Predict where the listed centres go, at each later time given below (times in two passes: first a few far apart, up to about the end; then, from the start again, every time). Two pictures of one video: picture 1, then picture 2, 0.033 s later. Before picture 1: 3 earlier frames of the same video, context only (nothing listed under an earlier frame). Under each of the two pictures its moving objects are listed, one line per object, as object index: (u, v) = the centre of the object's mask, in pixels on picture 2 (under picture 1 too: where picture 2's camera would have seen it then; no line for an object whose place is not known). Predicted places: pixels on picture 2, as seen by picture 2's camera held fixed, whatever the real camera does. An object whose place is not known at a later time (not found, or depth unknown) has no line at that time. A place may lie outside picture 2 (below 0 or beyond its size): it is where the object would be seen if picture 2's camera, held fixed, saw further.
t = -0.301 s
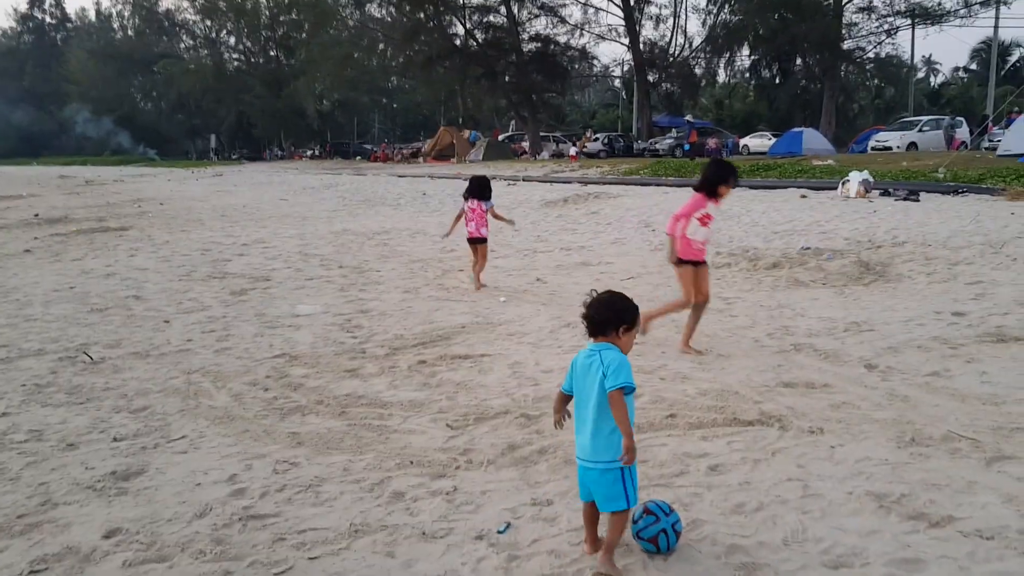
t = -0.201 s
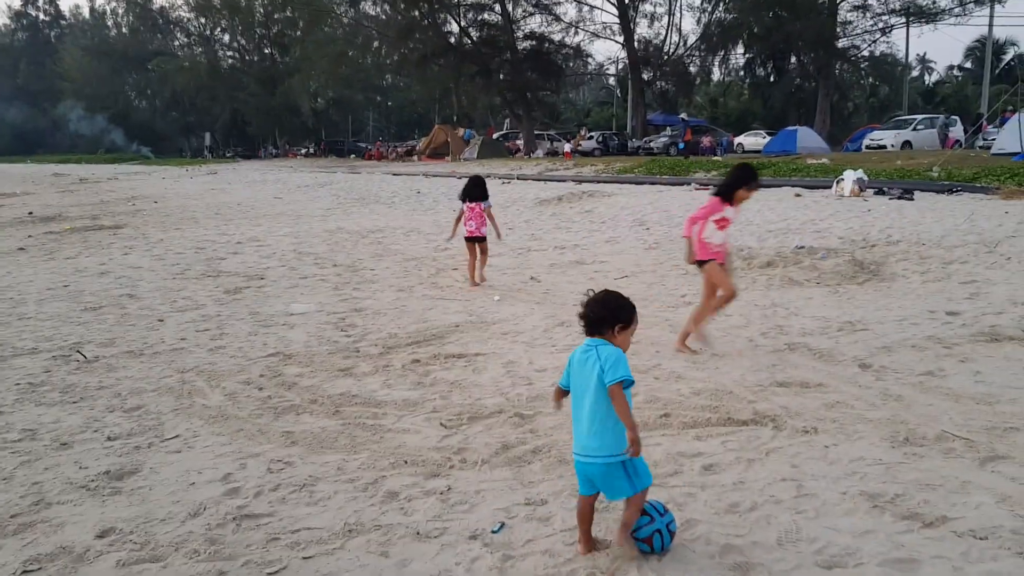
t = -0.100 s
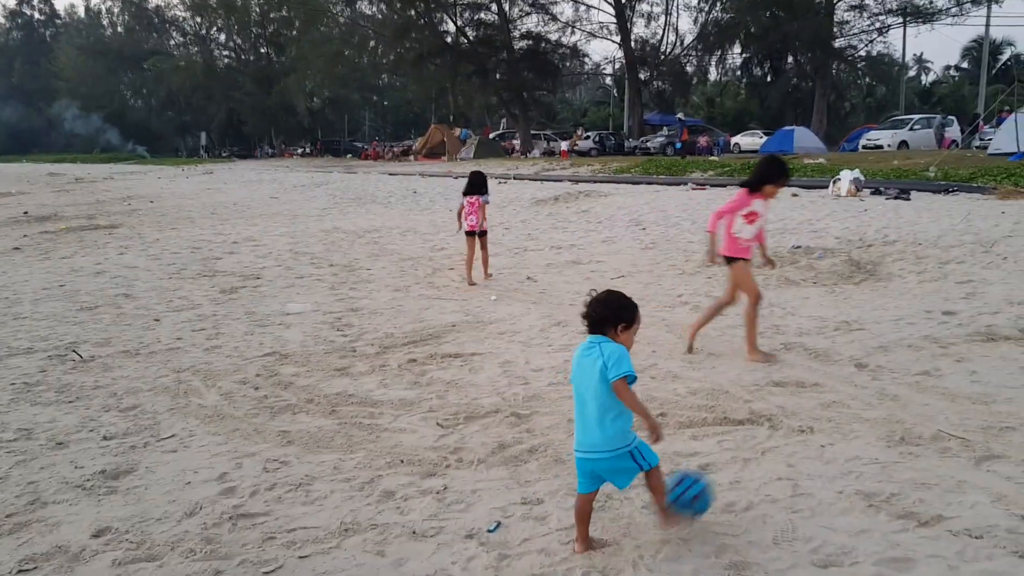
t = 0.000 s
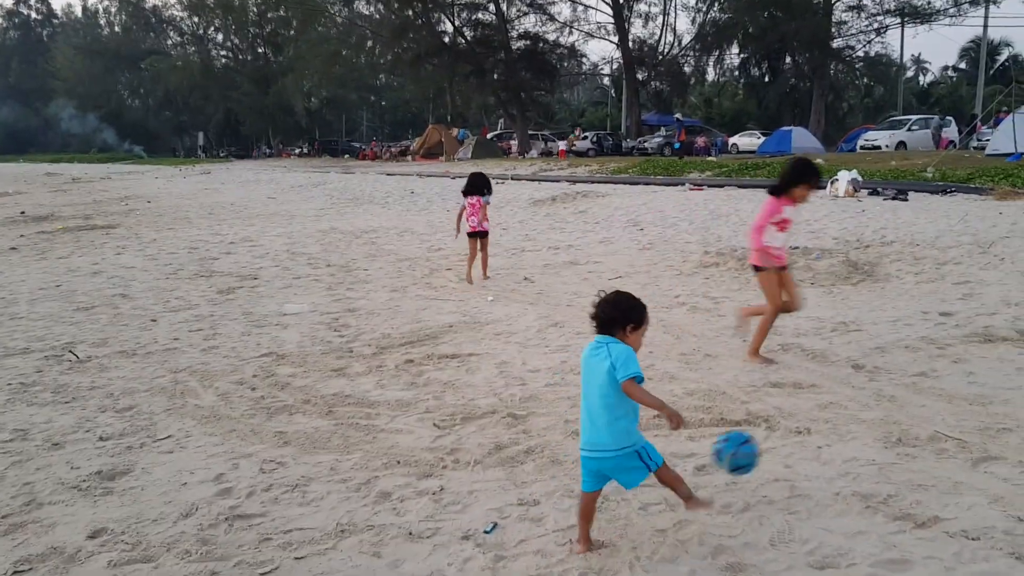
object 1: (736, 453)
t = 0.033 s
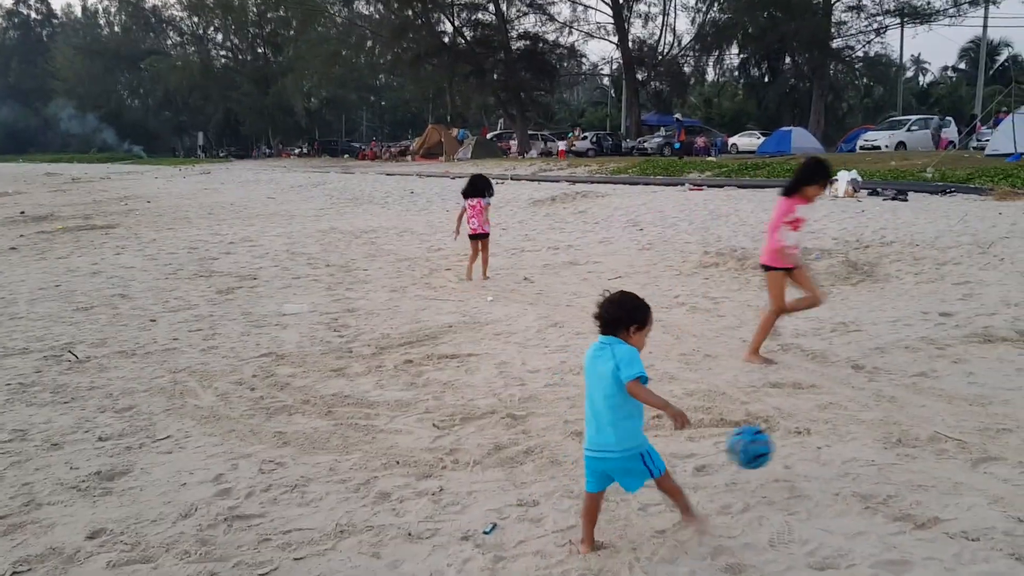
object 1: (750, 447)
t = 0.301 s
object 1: (816, 428)
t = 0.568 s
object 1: (842, 406)
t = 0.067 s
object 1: (763, 444)
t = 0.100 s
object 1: (776, 446)
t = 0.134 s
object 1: (786, 447)
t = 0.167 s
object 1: (792, 439)
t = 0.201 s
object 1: (798, 434)
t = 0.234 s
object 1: (805, 430)
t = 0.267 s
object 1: (811, 429)
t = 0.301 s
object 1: (816, 428)
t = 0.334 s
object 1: (821, 424)
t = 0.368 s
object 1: (825, 421)
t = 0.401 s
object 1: (828, 416)
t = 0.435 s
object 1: (831, 414)
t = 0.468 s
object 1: (833, 410)
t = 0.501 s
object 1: (836, 408)
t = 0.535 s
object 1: (839, 407)
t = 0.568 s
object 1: (842, 406)
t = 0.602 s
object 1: (845, 404)
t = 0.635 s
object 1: (848, 401)
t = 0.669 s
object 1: (851, 400)
